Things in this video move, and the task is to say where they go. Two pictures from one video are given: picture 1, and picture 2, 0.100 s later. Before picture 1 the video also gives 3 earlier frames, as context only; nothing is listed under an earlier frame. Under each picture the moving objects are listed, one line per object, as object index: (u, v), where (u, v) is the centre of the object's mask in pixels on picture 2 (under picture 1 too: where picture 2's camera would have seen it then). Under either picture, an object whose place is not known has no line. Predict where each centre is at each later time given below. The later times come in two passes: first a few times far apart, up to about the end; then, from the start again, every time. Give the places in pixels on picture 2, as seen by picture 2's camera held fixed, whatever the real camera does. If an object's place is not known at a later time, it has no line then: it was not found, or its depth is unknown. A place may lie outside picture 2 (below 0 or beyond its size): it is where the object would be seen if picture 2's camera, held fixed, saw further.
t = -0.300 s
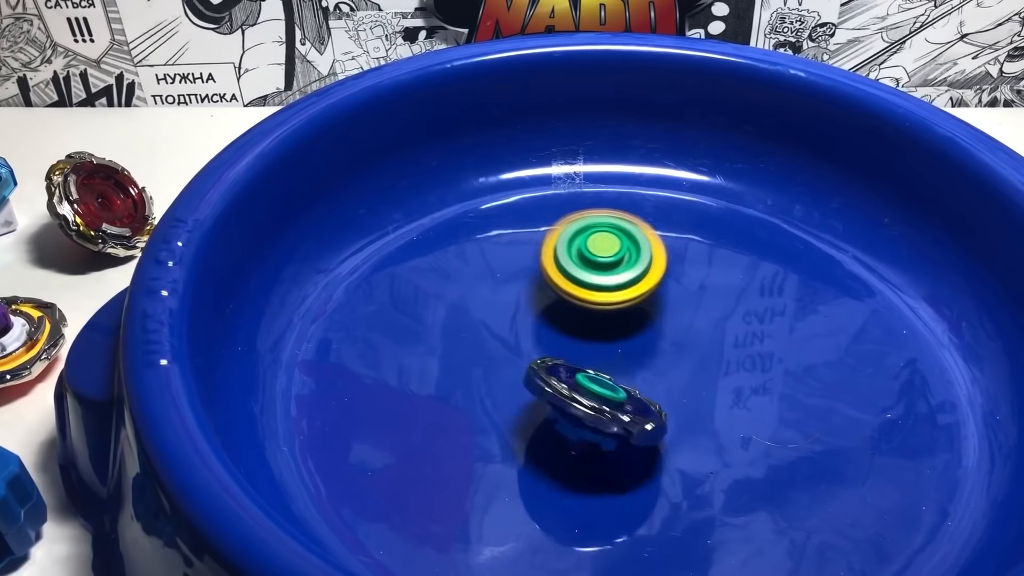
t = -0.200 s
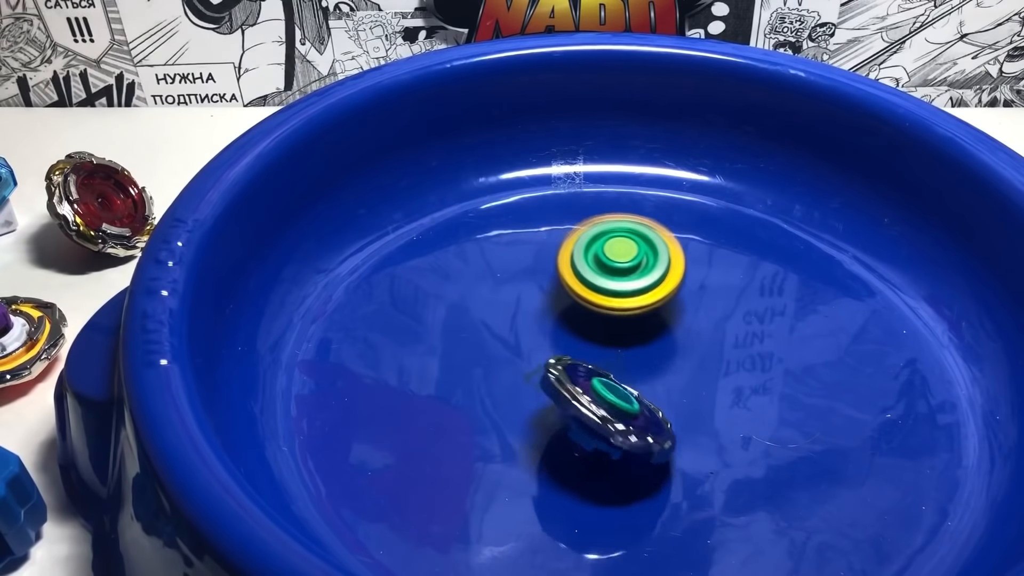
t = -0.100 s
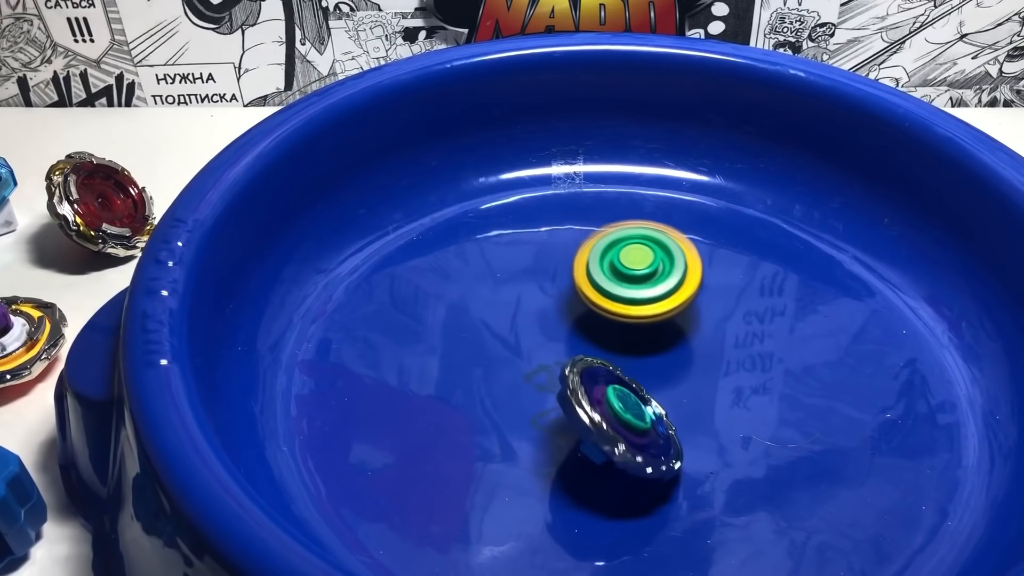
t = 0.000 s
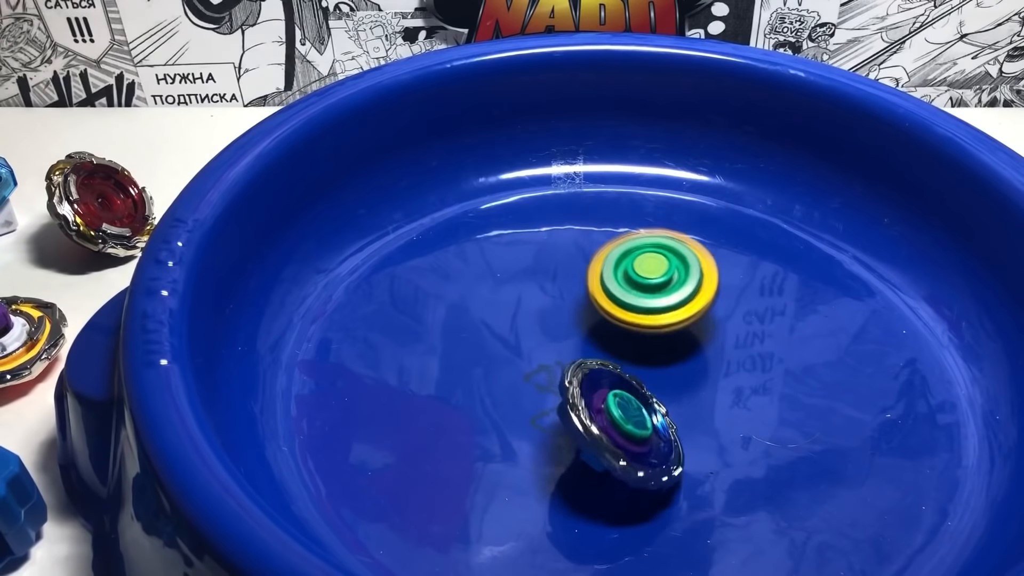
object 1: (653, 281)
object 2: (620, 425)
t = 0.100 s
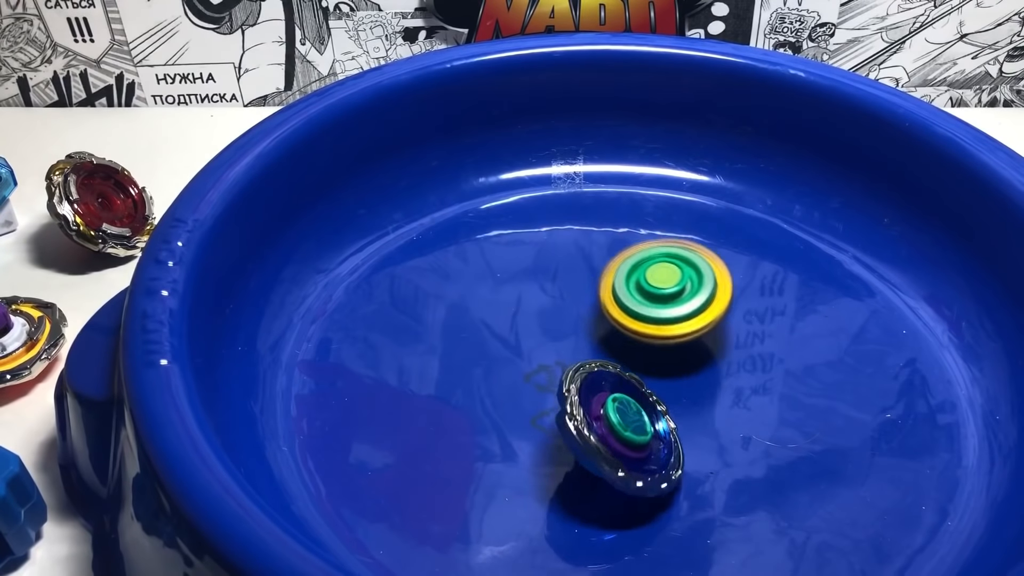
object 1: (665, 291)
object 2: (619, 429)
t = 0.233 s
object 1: (679, 306)
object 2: (617, 434)
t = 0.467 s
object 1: (690, 337)
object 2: (619, 428)
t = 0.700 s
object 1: (693, 364)
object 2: (602, 419)
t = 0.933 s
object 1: (700, 381)
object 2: (569, 425)
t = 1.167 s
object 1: (671, 396)
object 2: (565, 426)
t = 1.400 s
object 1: (669, 391)
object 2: (543, 422)
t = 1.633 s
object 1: (666, 375)
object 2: (551, 427)
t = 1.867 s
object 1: (658, 355)
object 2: (556, 425)
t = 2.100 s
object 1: (648, 339)
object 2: (556, 425)
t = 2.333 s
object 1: (643, 327)
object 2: (557, 425)
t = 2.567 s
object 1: (642, 321)
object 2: (558, 426)
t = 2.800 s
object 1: (645, 324)
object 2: (558, 425)
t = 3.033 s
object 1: (655, 330)
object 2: (558, 425)
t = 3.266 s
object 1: (670, 340)
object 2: (558, 425)
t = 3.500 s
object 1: (687, 354)
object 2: (557, 425)
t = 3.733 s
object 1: (705, 365)
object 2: (557, 424)
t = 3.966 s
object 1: (716, 371)
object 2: (558, 424)
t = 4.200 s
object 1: (716, 372)
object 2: (558, 425)
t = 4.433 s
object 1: (707, 369)
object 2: (558, 425)
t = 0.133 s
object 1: (669, 295)
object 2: (619, 431)
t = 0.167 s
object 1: (673, 298)
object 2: (618, 432)
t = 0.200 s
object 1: (676, 302)
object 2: (617, 433)
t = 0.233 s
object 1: (679, 306)
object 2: (617, 434)
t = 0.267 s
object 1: (682, 311)
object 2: (617, 434)
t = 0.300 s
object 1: (684, 315)
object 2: (617, 434)
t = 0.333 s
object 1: (686, 319)
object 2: (617, 433)
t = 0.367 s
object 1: (688, 323)
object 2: (618, 432)
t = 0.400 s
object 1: (689, 328)
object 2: (618, 430)
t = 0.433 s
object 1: (689, 333)
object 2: (619, 429)
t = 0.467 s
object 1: (690, 337)
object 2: (619, 428)
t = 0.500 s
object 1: (692, 340)
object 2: (616, 428)
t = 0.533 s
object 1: (693, 344)
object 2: (615, 426)
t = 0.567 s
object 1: (693, 349)
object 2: (614, 425)
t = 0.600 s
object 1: (693, 353)
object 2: (611, 423)
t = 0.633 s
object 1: (692, 357)
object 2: (608, 420)
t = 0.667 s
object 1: (691, 362)
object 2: (606, 419)
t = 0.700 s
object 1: (693, 364)
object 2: (602, 419)
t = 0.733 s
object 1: (700, 364)
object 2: (589, 421)
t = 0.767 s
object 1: (705, 365)
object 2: (579, 423)
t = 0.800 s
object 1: (707, 367)
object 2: (573, 424)
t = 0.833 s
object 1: (707, 370)
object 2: (569, 425)
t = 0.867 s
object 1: (706, 374)
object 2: (568, 425)
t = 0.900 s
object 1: (703, 377)
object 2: (568, 425)
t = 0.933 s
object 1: (700, 381)
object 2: (569, 425)
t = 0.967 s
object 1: (696, 384)
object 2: (568, 424)
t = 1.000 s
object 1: (692, 387)
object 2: (568, 424)
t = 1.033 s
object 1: (688, 390)
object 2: (568, 424)
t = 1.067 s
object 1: (683, 393)
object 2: (568, 424)
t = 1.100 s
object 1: (678, 396)
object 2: (566, 424)
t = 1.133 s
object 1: (674, 396)
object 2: (565, 424)
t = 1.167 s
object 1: (671, 396)
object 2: (565, 426)
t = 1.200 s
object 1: (669, 396)
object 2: (563, 428)
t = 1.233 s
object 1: (668, 396)
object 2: (561, 429)
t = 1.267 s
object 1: (665, 396)
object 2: (560, 429)
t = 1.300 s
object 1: (662, 396)
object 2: (558, 427)
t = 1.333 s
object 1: (664, 395)
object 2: (553, 426)
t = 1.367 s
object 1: (667, 393)
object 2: (547, 424)
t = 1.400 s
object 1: (669, 391)
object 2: (543, 422)
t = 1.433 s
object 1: (669, 389)
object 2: (541, 420)
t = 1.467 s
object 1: (669, 387)
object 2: (541, 419)
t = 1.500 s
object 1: (669, 385)
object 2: (542, 420)
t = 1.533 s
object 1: (668, 383)
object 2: (544, 421)
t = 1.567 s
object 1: (668, 380)
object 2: (546, 422)
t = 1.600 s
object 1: (667, 377)
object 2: (548, 424)
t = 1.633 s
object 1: (666, 375)
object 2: (551, 427)
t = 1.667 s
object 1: (665, 372)
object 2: (552, 428)
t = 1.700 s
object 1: (665, 369)
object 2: (553, 429)
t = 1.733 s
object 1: (663, 366)
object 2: (554, 428)
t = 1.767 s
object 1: (662, 363)
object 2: (555, 427)
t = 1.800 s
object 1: (661, 361)
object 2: (555, 426)
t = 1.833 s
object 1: (660, 358)
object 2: (555, 425)
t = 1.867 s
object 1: (658, 355)
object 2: (556, 425)
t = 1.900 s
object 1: (657, 352)
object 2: (557, 426)
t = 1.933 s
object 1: (655, 350)
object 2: (557, 426)
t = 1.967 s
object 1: (654, 347)
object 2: (557, 426)
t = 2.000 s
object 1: (652, 345)
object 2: (557, 426)
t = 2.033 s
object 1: (651, 343)
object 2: (557, 426)
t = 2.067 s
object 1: (650, 341)
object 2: (556, 425)
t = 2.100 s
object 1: (648, 339)
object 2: (556, 425)
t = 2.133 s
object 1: (647, 337)
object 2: (556, 425)
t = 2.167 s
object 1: (647, 335)
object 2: (557, 426)
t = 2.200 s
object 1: (646, 333)
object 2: (557, 426)
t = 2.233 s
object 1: (645, 332)
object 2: (557, 426)
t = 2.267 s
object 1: (644, 330)
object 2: (557, 426)
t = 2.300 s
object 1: (644, 329)
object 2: (557, 425)
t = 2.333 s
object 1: (643, 327)
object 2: (557, 425)
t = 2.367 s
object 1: (642, 326)
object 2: (557, 425)
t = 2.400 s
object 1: (642, 325)
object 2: (557, 426)
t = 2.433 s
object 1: (642, 324)
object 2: (557, 426)
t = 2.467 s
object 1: (642, 323)
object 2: (557, 426)
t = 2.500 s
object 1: (642, 322)
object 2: (557, 425)
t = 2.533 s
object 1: (642, 322)
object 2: (557, 426)
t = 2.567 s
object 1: (642, 321)
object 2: (558, 426)
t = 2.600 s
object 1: (642, 321)
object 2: (558, 426)
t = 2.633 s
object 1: (642, 321)
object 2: (557, 425)
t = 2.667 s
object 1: (643, 322)
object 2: (557, 425)
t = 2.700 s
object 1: (643, 322)
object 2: (558, 425)
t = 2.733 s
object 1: (644, 322)
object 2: (558, 425)
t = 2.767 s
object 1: (645, 323)
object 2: (558, 425)
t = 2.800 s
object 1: (645, 324)
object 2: (558, 425)
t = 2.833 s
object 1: (646, 325)
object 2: (558, 425)
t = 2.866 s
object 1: (647, 325)
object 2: (558, 425)
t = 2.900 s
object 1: (648, 326)
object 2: (558, 425)
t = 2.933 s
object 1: (650, 327)
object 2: (558, 425)
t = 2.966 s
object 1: (651, 328)
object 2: (558, 425)
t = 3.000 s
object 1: (653, 329)
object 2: (558, 425)
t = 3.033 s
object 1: (655, 330)
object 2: (558, 425)
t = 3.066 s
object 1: (657, 331)
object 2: (558, 425)
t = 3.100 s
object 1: (659, 333)
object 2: (558, 425)
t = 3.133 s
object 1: (661, 334)
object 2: (558, 425)
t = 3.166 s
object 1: (663, 336)
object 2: (558, 425)
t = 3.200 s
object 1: (666, 337)
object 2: (558, 425)
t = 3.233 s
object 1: (668, 339)
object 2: (558, 425)
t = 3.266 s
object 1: (670, 340)
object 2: (558, 425)
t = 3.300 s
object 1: (672, 342)
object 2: (558, 425)
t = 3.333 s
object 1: (675, 344)
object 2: (558, 425)
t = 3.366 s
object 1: (677, 346)
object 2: (558, 425)
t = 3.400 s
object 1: (680, 348)
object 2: (558, 425)
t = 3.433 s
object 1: (682, 350)
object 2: (558, 425)
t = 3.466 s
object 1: (685, 353)
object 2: (557, 425)
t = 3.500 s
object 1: (687, 354)
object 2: (557, 425)
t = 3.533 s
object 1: (689, 356)
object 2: (557, 425)
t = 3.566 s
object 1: (692, 358)
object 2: (558, 425)
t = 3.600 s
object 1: (694, 360)
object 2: (557, 425)
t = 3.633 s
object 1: (697, 361)
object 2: (557, 424)
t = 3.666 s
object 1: (700, 363)
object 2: (558, 424)
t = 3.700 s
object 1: (702, 364)
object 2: (558, 425)
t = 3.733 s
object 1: (705, 365)
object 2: (557, 424)
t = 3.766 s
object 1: (707, 366)
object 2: (557, 424)
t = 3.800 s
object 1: (709, 367)
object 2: (557, 424)
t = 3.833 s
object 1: (711, 368)
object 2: (557, 424)
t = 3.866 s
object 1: (712, 369)
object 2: (557, 424)
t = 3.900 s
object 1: (714, 370)
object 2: (557, 424)
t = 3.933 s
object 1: (715, 371)
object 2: (557, 424)
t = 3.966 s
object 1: (716, 371)
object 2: (558, 424)
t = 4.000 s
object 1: (716, 372)
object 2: (557, 424)
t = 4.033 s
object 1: (717, 372)
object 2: (558, 425)
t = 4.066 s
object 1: (717, 372)
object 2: (558, 425)
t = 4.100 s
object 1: (717, 373)
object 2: (557, 424)
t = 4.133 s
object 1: (717, 373)
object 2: (557, 425)
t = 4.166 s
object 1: (717, 373)
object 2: (558, 425)
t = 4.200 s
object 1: (716, 372)
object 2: (558, 425)
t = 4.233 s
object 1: (715, 372)
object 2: (557, 425)
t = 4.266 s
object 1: (714, 372)
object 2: (558, 425)
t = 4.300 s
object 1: (713, 371)
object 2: (558, 425)
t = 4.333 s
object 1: (712, 371)
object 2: (558, 425)
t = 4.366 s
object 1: (710, 370)
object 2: (558, 425)
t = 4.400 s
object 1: (708, 370)
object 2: (558, 425)
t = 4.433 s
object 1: (707, 369)
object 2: (558, 425)
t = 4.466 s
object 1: (705, 368)
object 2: (557, 425)
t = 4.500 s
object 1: (702, 368)
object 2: (557, 425)
